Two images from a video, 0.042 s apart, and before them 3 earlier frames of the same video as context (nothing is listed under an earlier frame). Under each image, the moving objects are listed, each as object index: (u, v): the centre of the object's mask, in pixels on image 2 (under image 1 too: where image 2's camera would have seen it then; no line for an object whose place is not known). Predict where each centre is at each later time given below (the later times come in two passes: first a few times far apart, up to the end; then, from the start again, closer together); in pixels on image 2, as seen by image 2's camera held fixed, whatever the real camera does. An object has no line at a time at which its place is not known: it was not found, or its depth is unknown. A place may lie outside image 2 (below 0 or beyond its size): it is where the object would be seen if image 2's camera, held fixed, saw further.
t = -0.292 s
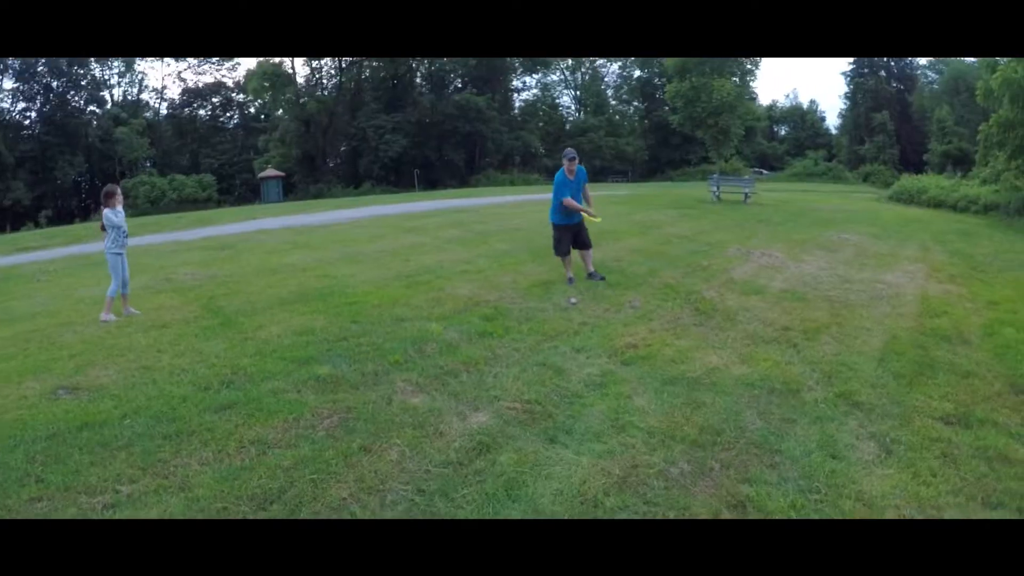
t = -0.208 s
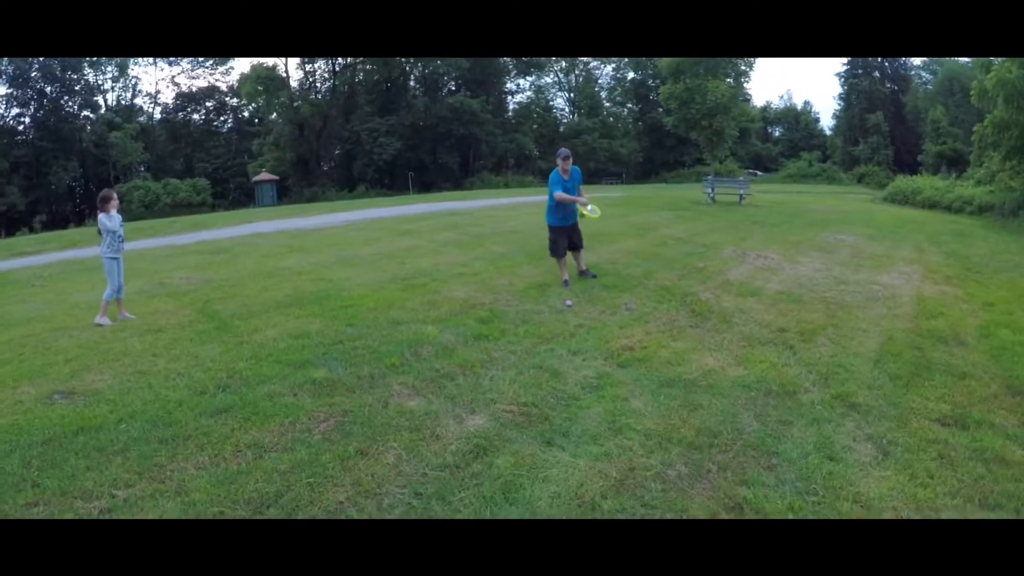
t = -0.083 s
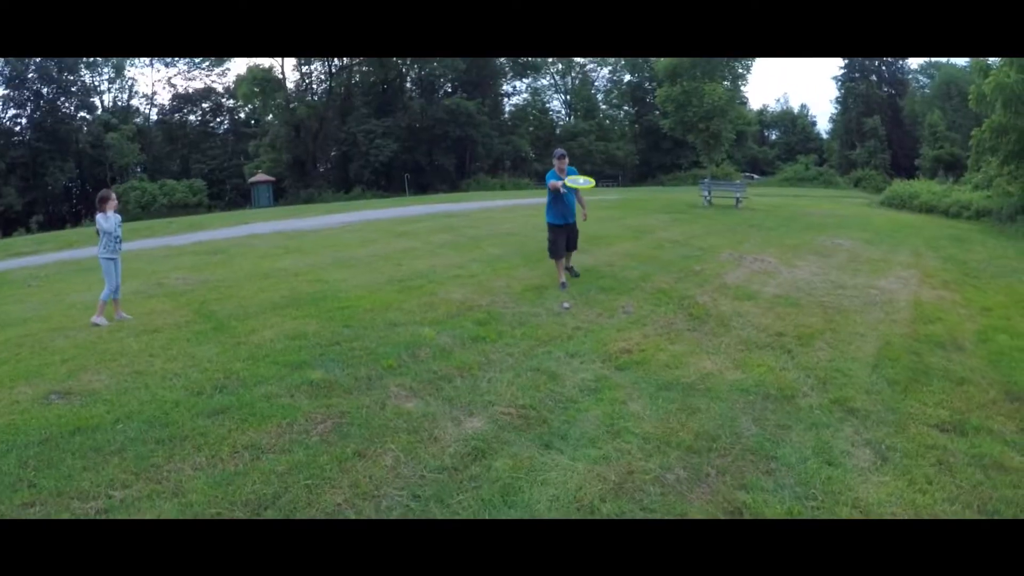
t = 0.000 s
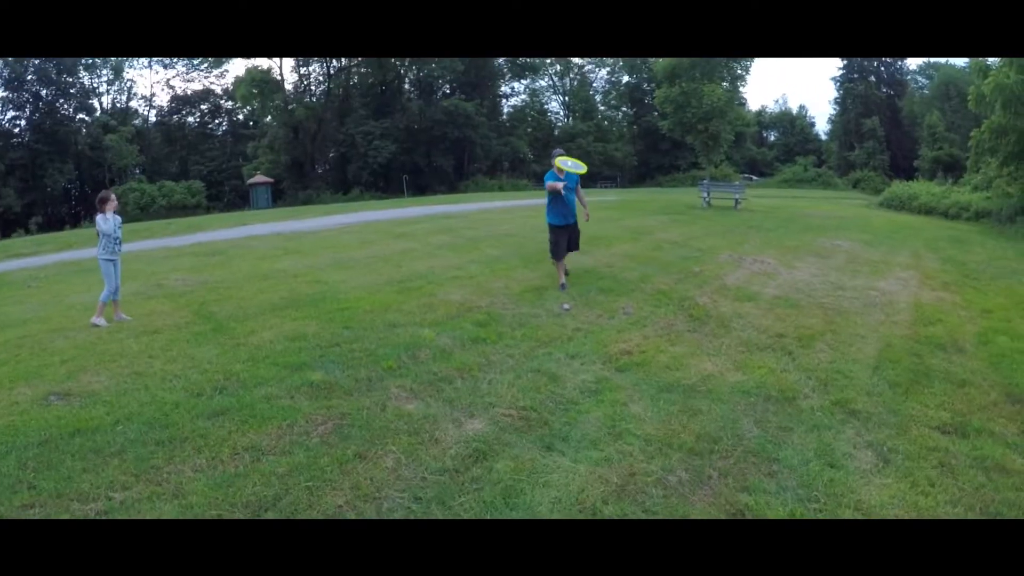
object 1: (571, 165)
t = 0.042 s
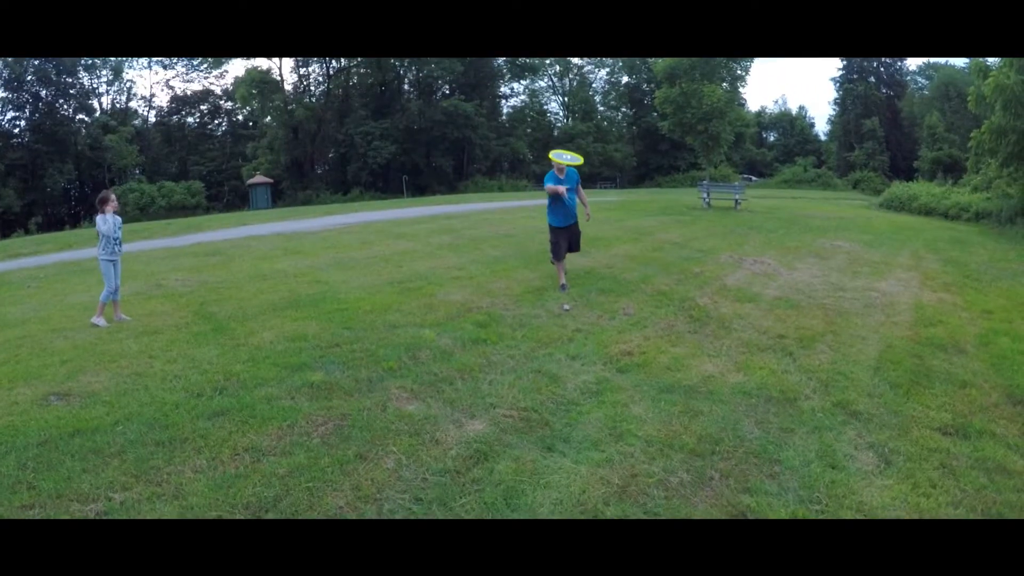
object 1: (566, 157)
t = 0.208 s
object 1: (547, 131)
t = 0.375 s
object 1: (532, 110)
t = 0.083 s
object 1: (561, 150)
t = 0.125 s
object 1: (556, 143)
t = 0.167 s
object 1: (551, 137)
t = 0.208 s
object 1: (547, 131)
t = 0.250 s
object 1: (543, 126)
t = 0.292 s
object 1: (538, 120)
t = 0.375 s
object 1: (532, 110)
